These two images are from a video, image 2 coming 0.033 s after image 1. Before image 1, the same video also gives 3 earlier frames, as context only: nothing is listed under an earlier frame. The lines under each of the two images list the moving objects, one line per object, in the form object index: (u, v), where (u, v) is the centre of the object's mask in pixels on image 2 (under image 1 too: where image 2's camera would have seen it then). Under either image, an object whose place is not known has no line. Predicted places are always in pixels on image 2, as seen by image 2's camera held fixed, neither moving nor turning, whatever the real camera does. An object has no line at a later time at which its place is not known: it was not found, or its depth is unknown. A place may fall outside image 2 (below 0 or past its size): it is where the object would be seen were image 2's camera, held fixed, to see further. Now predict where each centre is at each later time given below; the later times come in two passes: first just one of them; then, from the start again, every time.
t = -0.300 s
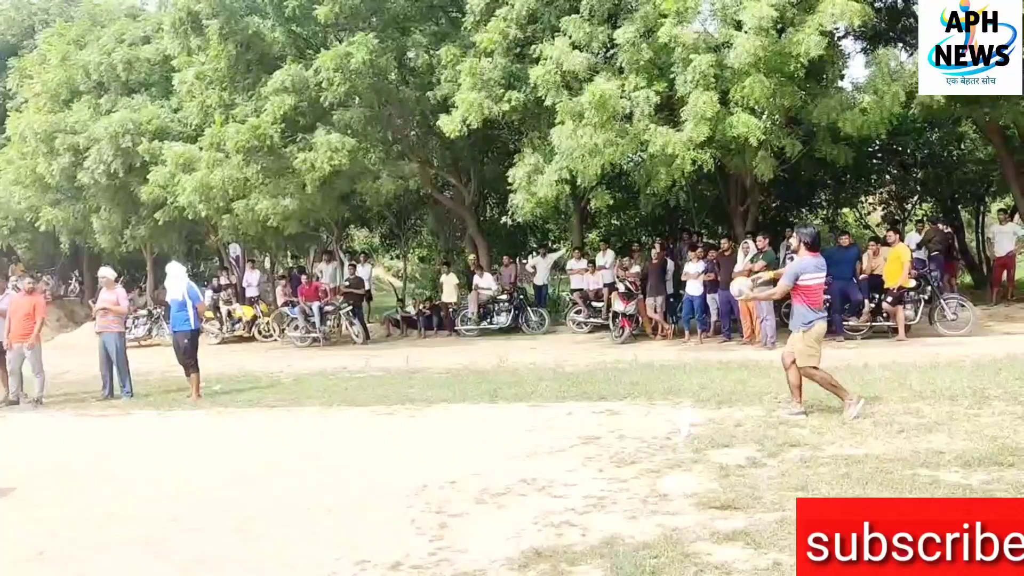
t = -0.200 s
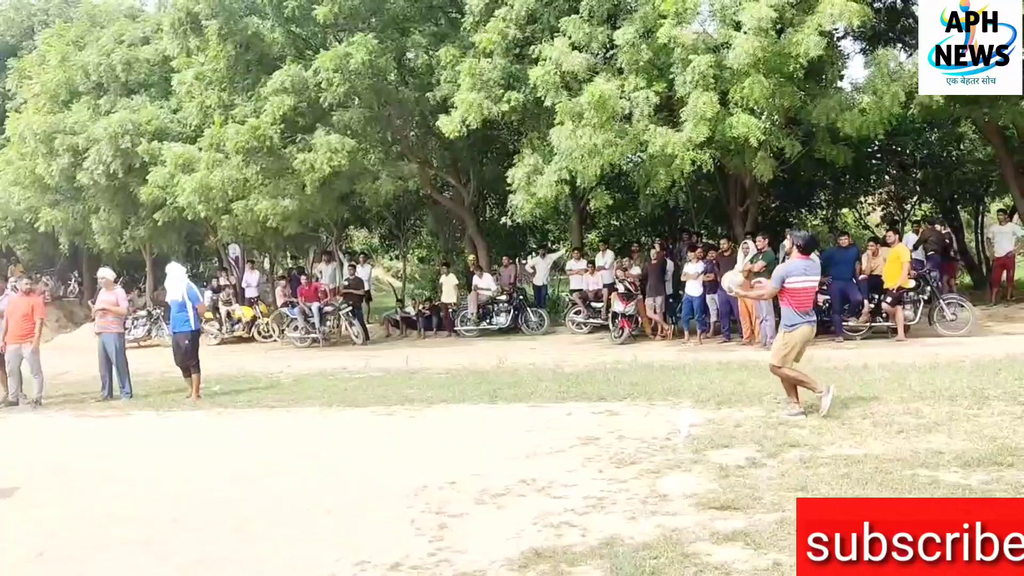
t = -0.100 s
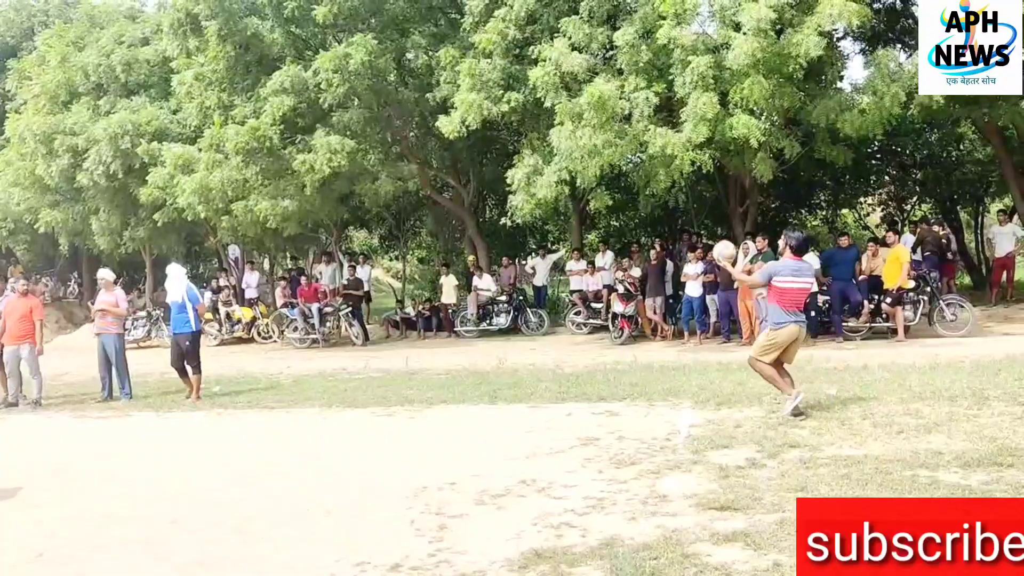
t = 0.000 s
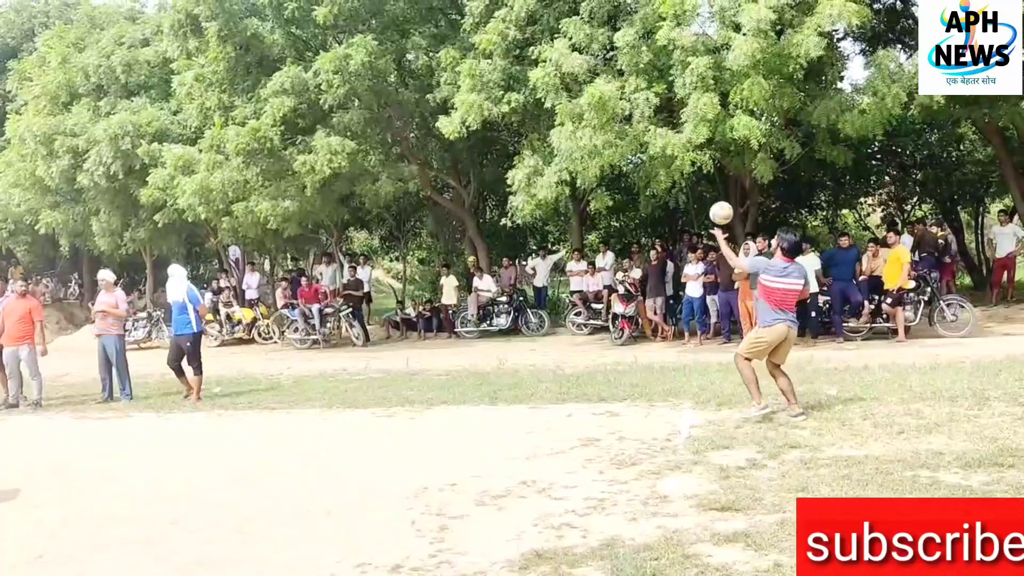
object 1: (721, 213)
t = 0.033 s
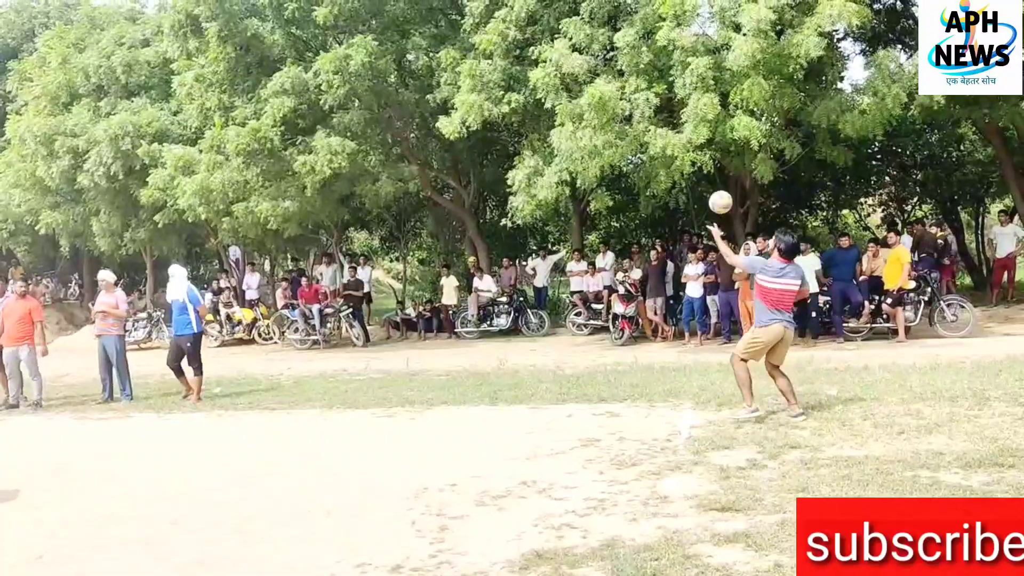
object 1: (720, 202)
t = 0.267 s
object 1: (716, 157)
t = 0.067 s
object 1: (719, 192)
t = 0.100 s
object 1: (719, 183)
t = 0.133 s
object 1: (718, 176)
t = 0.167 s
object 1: (717, 169)
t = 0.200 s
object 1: (717, 164)
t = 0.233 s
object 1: (716, 160)
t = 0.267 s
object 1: (716, 157)
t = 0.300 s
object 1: (715, 155)
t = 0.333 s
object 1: (715, 155)
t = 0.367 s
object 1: (715, 155)
